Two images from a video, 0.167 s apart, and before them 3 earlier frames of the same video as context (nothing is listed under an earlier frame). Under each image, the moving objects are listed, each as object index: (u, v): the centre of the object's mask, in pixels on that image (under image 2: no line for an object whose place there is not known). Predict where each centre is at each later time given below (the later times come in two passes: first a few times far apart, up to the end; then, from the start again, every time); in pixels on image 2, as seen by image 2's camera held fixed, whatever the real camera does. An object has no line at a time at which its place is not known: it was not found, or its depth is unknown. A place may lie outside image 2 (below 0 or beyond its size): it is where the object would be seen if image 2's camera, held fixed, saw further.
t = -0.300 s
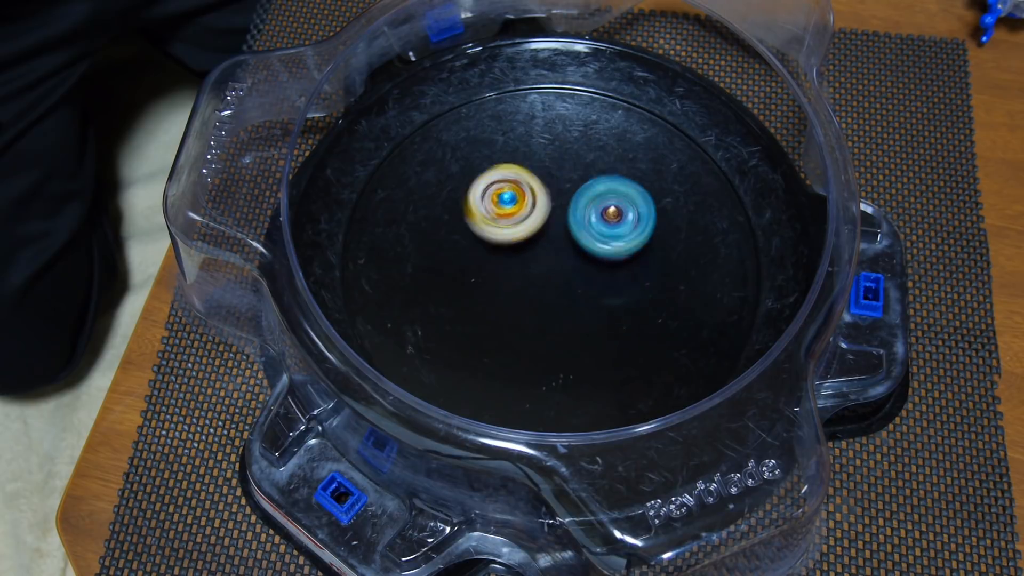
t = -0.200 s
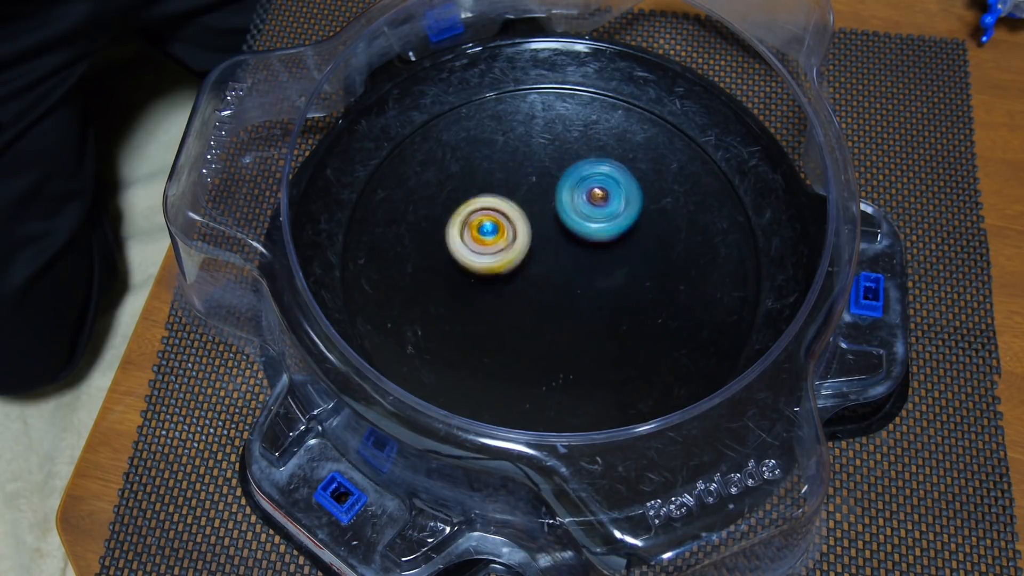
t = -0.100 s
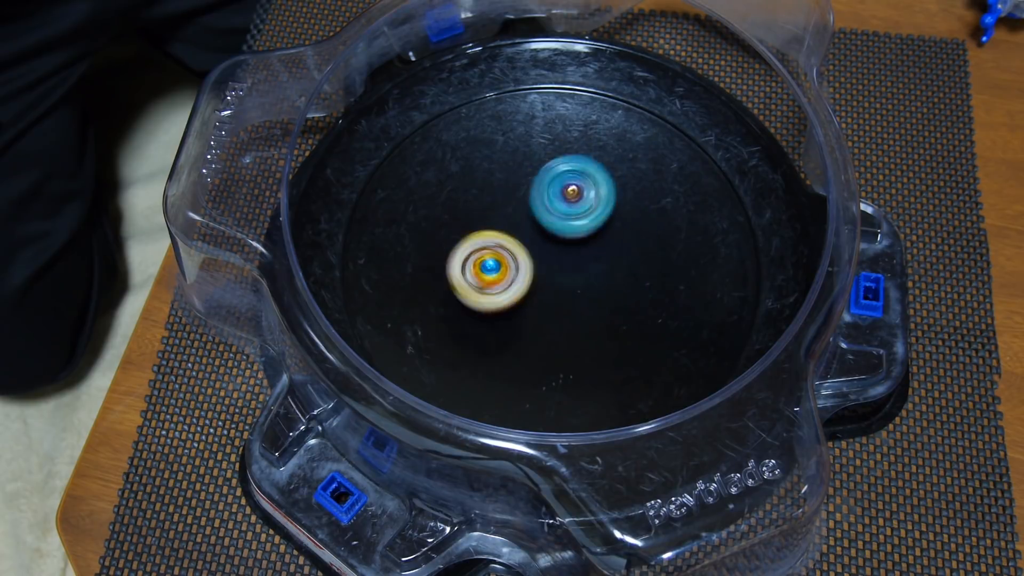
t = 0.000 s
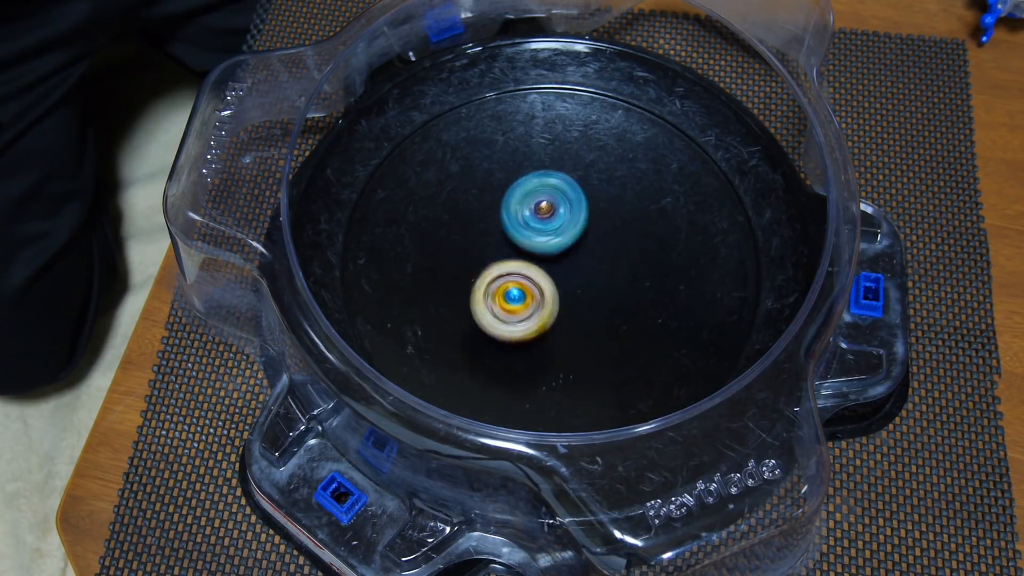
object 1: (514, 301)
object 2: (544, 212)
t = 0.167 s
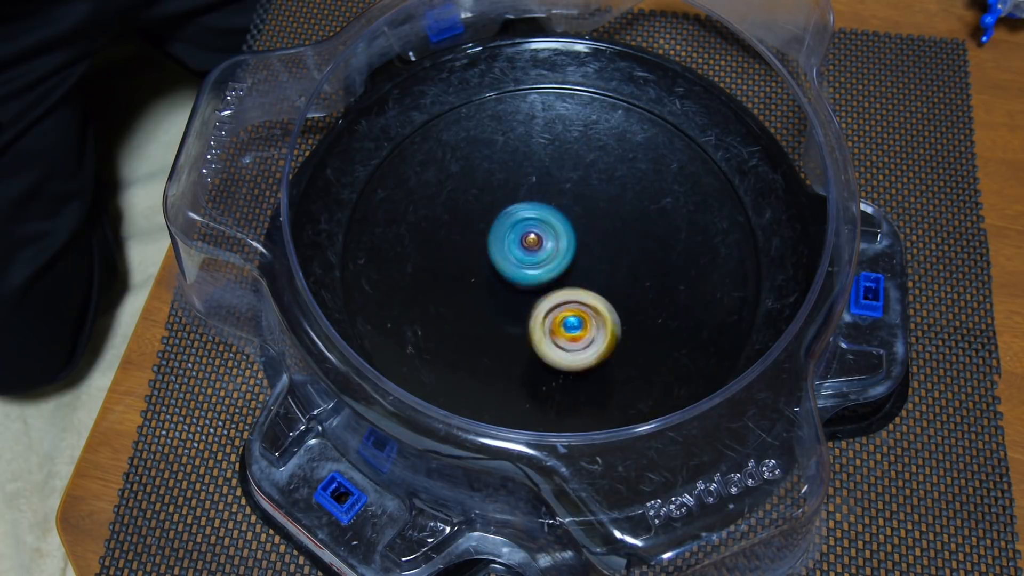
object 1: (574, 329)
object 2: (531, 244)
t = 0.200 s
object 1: (584, 330)
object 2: (532, 249)
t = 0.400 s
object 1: (640, 301)
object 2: (559, 259)
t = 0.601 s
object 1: (647, 251)
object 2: (538, 226)
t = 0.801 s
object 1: (596, 220)
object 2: (497, 224)
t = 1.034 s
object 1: (552, 228)
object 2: (465, 272)
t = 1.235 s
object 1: (578, 231)
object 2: (468, 325)
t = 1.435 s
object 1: (601, 225)
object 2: (510, 349)
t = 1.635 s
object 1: (606, 224)
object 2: (564, 305)
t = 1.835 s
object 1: (604, 193)
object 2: (562, 271)
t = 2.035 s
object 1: (595, 172)
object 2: (512, 267)
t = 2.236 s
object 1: (569, 203)
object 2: (490, 277)
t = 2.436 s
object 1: (597, 240)
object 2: (463, 294)
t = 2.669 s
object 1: (614, 275)
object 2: (471, 299)
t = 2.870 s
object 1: (611, 303)
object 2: (510, 253)
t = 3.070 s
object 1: (615, 310)
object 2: (522, 206)
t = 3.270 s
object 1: (584, 286)
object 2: (560, 195)
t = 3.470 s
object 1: (543, 273)
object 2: (602, 202)
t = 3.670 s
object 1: (517, 250)
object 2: (609, 244)
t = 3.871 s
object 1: (504, 221)
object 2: (587, 283)
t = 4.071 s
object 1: (520, 204)
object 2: (545, 285)
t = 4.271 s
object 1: (553, 188)
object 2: (524, 273)
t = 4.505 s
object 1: (668, 236)
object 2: (475, 227)
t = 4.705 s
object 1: (699, 296)
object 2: (519, 227)
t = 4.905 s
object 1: (649, 332)
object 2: (581, 262)
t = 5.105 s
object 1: (594, 357)
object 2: (606, 262)
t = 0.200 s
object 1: (584, 330)
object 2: (532, 249)
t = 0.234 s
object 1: (596, 331)
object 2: (535, 253)
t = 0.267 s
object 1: (608, 328)
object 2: (540, 257)
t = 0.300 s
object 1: (619, 324)
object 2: (545, 260)
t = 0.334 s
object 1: (626, 316)
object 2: (551, 262)
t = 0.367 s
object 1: (632, 308)
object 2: (557, 262)
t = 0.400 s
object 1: (640, 301)
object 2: (559, 259)
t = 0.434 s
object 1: (645, 293)
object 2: (560, 254)
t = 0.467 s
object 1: (646, 284)
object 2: (560, 250)
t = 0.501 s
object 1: (645, 274)
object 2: (559, 246)
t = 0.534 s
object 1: (648, 267)
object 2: (555, 239)
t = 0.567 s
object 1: (649, 259)
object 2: (547, 232)
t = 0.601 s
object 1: (647, 251)
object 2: (538, 226)
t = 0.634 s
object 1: (644, 244)
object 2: (529, 222)
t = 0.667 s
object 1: (636, 237)
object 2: (522, 221)
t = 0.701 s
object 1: (628, 232)
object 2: (515, 220)
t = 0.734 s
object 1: (620, 227)
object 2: (509, 220)
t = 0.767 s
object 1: (608, 222)
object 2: (502, 221)
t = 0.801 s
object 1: (596, 220)
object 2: (497, 224)
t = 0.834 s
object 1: (584, 218)
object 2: (494, 229)
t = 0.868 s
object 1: (574, 218)
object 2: (488, 235)
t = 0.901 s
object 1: (568, 219)
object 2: (483, 240)
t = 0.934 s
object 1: (564, 219)
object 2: (475, 248)
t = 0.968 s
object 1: (560, 221)
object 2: (469, 255)
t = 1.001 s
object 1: (556, 224)
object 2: (465, 263)
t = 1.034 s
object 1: (552, 228)
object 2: (465, 272)
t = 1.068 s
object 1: (550, 232)
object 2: (469, 279)
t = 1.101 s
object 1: (547, 235)
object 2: (475, 286)
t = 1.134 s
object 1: (545, 239)
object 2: (480, 293)
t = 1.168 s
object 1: (559, 237)
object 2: (471, 306)
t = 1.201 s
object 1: (569, 234)
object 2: (469, 316)
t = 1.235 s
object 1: (578, 231)
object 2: (468, 325)
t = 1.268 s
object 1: (582, 229)
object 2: (469, 332)
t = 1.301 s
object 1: (589, 228)
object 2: (473, 339)
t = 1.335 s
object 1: (593, 226)
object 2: (479, 346)
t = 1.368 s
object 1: (596, 224)
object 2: (488, 349)
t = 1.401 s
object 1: (599, 225)
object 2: (498, 351)
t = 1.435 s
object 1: (601, 225)
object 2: (510, 349)
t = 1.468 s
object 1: (603, 225)
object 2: (522, 345)
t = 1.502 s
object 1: (603, 226)
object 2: (535, 337)
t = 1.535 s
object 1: (603, 228)
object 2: (545, 328)
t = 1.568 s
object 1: (604, 229)
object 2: (556, 317)
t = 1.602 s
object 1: (602, 231)
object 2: (565, 307)
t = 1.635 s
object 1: (606, 224)
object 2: (564, 305)
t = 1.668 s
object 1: (611, 214)
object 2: (562, 305)
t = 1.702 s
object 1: (612, 207)
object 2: (562, 301)
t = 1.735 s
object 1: (611, 202)
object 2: (564, 295)
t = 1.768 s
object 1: (611, 197)
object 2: (564, 286)
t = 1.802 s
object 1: (608, 194)
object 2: (563, 279)
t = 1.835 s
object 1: (604, 193)
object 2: (562, 271)
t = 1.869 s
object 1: (602, 192)
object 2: (558, 263)
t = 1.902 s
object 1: (603, 184)
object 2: (545, 264)
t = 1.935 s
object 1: (602, 179)
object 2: (537, 264)
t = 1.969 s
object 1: (602, 175)
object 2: (527, 265)
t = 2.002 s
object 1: (599, 172)
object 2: (518, 266)
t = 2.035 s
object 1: (595, 172)
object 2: (512, 267)
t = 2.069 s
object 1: (593, 174)
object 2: (505, 268)
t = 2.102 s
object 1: (587, 175)
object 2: (498, 270)
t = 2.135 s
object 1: (582, 180)
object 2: (494, 272)
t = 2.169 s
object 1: (579, 187)
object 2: (492, 273)
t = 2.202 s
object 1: (573, 194)
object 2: (489, 275)
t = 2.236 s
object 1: (569, 203)
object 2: (490, 277)
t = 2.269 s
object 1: (566, 213)
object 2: (493, 277)
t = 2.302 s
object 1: (561, 221)
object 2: (494, 277)
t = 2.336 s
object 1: (569, 228)
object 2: (488, 281)
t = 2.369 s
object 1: (583, 231)
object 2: (475, 286)
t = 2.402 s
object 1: (591, 236)
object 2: (467, 292)
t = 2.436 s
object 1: (597, 240)
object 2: (463, 294)
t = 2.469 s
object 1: (602, 245)
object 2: (458, 296)
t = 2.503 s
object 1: (607, 251)
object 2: (456, 300)
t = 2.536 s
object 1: (610, 256)
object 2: (456, 301)
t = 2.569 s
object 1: (612, 262)
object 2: (456, 302)
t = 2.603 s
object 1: (613, 266)
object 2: (460, 302)
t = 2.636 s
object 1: (613, 271)
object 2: (466, 301)
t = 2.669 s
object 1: (614, 275)
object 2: (471, 299)
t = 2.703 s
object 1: (612, 280)
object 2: (481, 295)
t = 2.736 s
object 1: (610, 284)
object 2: (490, 290)
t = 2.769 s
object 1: (606, 287)
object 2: (500, 285)
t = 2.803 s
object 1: (603, 290)
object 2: (509, 278)
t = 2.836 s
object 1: (605, 294)
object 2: (511, 267)
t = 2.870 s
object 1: (611, 303)
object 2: (510, 253)
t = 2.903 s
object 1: (615, 306)
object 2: (509, 240)
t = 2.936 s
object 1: (617, 309)
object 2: (510, 232)
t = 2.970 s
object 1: (619, 310)
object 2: (512, 223)
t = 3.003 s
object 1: (618, 312)
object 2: (515, 217)
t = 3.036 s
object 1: (618, 310)
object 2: (519, 210)
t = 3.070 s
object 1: (615, 310)
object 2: (522, 206)
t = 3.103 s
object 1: (613, 307)
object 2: (528, 201)
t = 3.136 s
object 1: (609, 306)
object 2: (533, 198)
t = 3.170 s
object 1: (604, 300)
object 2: (540, 197)
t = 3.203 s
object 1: (597, 296)
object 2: (546, 195)
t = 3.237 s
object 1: (591, 291)
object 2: (553, 195)
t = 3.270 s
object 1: (584, 286)
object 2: (560, 195)
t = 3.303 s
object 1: (579, 279)
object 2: (567, 197)
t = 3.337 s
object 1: (572, 276)
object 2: (575, 197)
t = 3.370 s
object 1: (564, 277)
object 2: (582, 194)
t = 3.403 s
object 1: (556, 278)
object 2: (590, 193)
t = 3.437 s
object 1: (549, 275)
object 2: (597, 198)
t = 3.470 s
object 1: (543, 273)
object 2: (602, 202)
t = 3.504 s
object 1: (537, 269)
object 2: (605, 207)
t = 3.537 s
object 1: (532, 266)
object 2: (608, 214)
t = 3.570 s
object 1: (527, 262)
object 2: (610, 221)
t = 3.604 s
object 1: (523, 258)
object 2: (611, 229)
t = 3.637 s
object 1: (519, 253)
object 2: (611, 235)
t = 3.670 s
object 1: (517, 250)
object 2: (609, 244)
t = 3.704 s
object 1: (515, 244)
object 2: (606, 250)
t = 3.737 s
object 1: (513, 240)
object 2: (603, 259)
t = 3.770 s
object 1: (508, 233)
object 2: (602, 266)
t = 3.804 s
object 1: (506, 229)
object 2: (599, 273)
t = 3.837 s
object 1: (505, 225)
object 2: (593, 278)
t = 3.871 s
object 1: (504, 221)
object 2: (587, 283)
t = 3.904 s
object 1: (504, 216)
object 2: (580, 285)
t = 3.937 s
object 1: (506, 213)
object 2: (572, 287)
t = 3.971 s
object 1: (507, 210)
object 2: (565, 288)
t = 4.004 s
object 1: (511, 208)
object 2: (558, 287)
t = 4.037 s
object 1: (514, 207)
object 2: (551, 285)
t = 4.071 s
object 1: (520, 204)
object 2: (545, 285)
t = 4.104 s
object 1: (526, 196)
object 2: (541, 289)
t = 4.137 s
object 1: (532, 190)
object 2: (536, 290)
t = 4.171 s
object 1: (537, 189)
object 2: (531, 287)
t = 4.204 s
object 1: (542, 188)
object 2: (527, 283)
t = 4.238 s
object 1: (547, 188)
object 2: (525, 277)
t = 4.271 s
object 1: (553, 188)
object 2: (524, 273)
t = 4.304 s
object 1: (558, 190)
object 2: (524, 267)
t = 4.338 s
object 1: (564, 192)
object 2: (523, 263)
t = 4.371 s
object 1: (580, 199)
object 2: (513, 254)
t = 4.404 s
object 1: (606, 210)
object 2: (495, 247)
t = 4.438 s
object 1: (630, 214)
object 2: (484, 238)
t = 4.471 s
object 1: (652, 226)
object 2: (476, 232)
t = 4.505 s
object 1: (668, 236)
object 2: (475, 227)
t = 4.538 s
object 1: (680, 246)
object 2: (477, 224)
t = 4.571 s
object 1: (692, 256)
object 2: (483, 226)
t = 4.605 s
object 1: (698, 267)
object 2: (489, 223)
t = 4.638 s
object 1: (701, 275)
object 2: (498, 224)
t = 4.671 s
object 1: (702, 285)
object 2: (507, 227)
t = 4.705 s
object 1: (699, 296)
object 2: (519, 227)
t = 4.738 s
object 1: (694, 304)
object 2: (530, 230)
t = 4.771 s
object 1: (689, 310)
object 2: (542, 234)
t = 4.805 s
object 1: (682, 316)
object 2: (553, 239)
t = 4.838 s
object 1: (673, 321)
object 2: (563, 246)
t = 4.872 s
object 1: (661, 327)
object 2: (574, 253)
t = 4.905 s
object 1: (649, 332)
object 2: (581, 262)
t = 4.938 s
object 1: (636, 335)
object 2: (588, 269)
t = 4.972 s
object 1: (626, 337)
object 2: (594, 277)
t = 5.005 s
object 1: (618, 344)
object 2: (598, 275)
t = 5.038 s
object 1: (609, 353)
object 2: (601, 271)
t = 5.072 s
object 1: (601, 357)
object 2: (603, 265)
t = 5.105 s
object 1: (594, 357)
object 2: (606, 262)
